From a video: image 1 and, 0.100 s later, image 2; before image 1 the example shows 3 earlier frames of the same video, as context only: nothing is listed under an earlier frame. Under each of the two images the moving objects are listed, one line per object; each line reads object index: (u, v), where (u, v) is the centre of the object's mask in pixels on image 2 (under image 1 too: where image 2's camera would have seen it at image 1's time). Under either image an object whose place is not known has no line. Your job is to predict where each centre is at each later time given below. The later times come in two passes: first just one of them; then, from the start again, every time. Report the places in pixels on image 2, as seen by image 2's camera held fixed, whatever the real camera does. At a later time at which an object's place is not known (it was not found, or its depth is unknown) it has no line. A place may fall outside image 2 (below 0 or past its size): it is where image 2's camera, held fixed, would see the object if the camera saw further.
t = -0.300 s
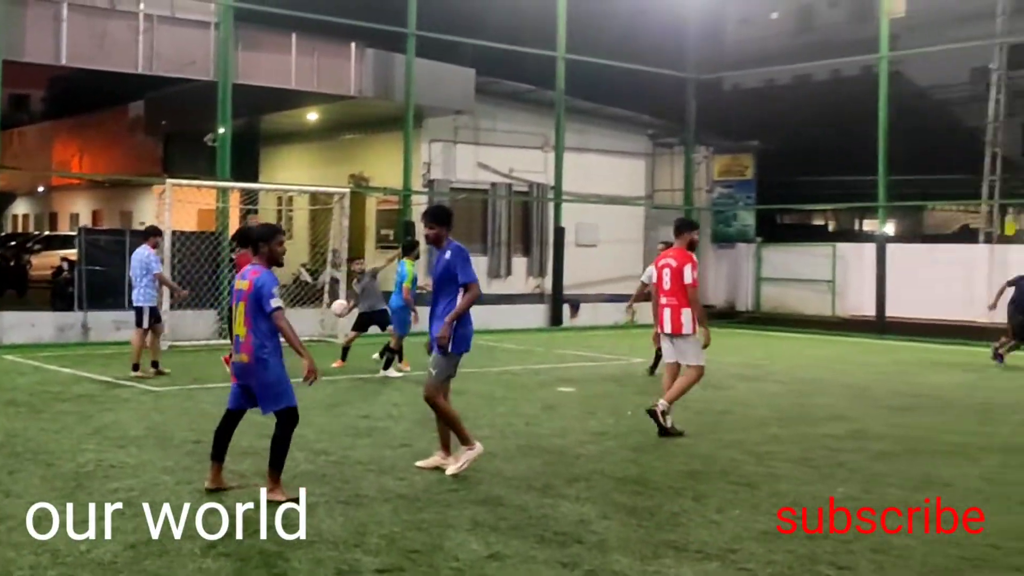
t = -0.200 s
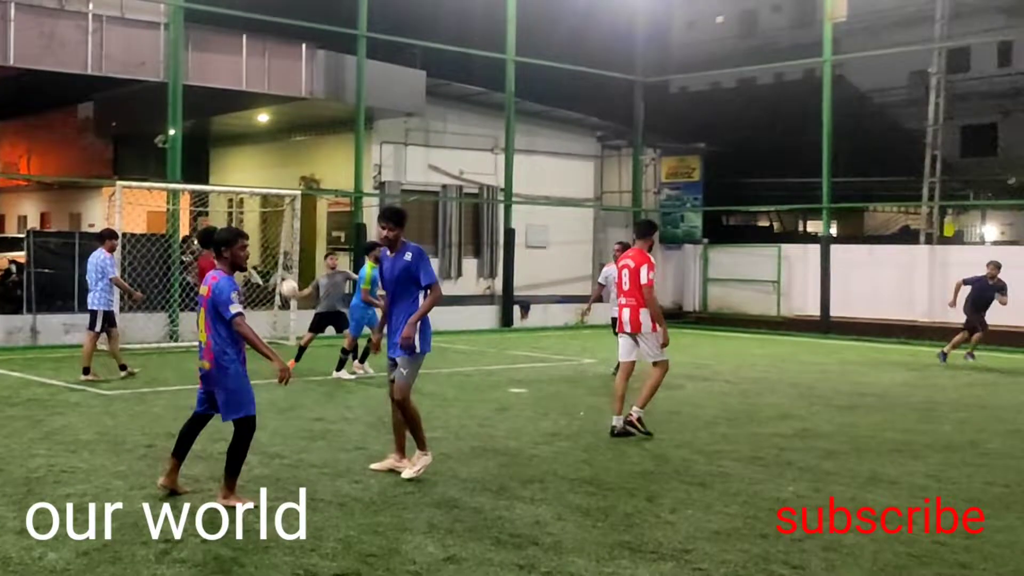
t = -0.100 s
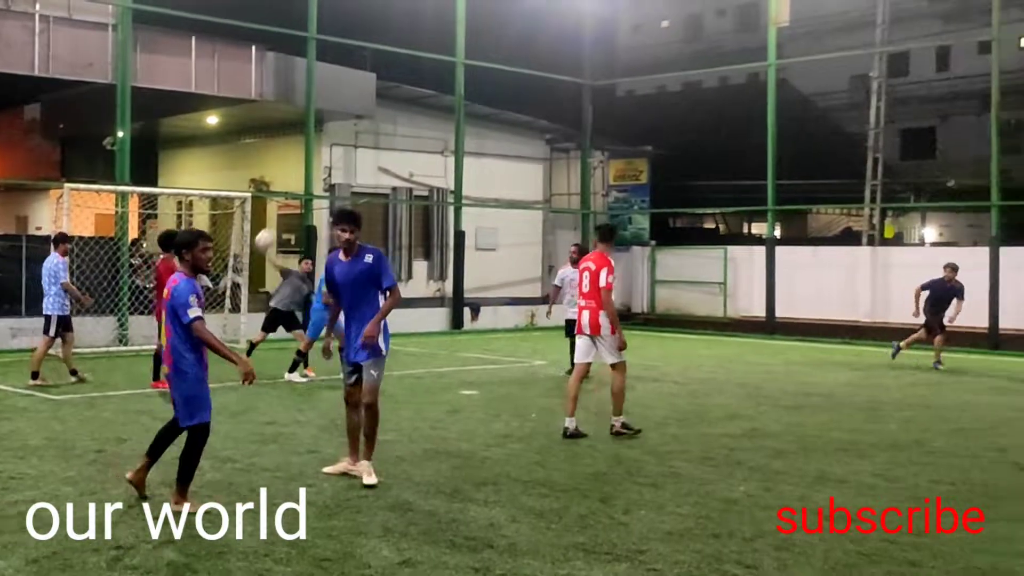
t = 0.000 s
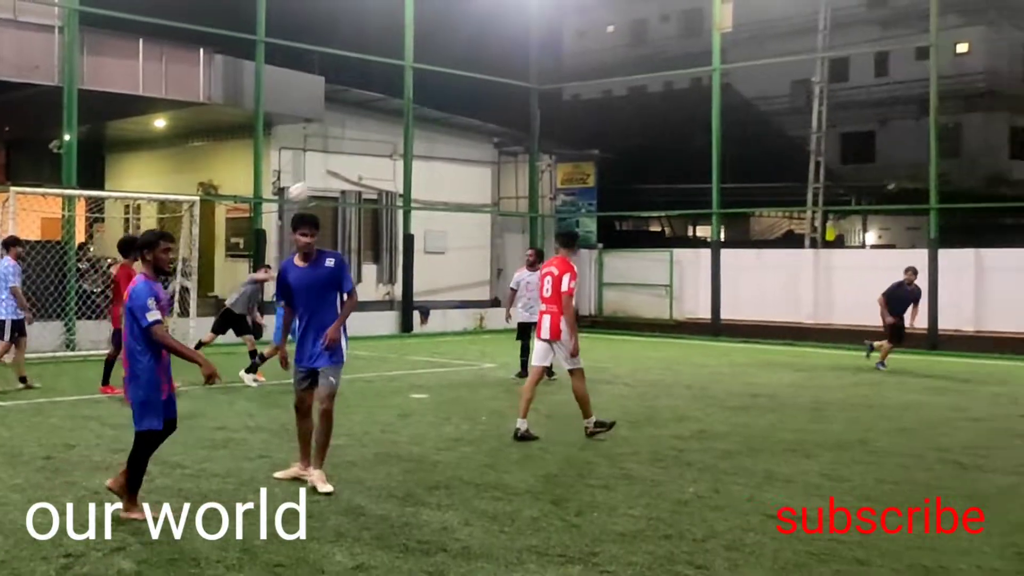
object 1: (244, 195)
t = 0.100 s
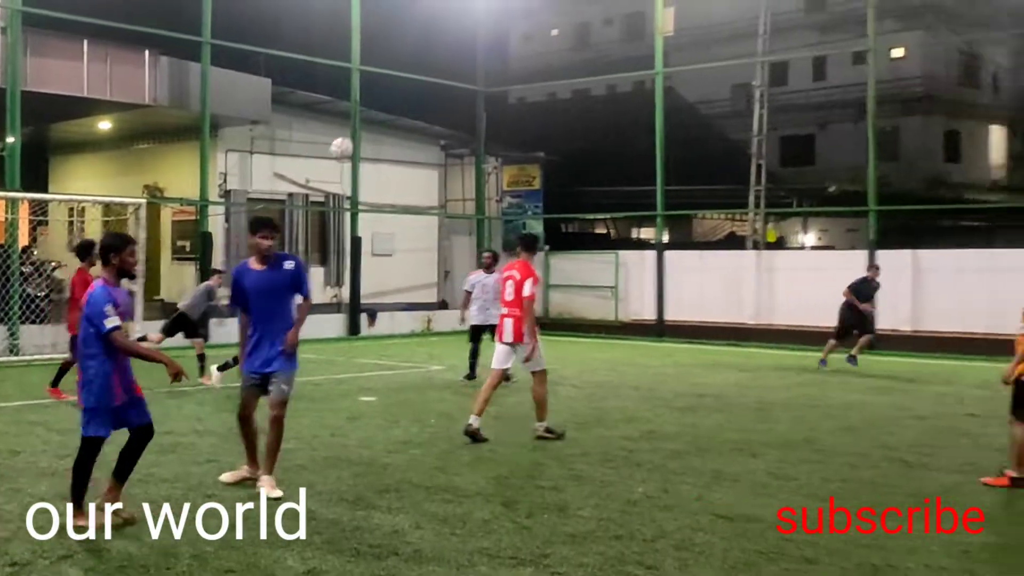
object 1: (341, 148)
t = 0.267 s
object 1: (519, 78)
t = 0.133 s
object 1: (375, 132)
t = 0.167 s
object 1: (410, 118)
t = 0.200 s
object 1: (444, 105)
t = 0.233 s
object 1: (481, 92)
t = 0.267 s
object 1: (519, 78)
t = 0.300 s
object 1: (558, 66)
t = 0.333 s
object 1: (599, 54)
